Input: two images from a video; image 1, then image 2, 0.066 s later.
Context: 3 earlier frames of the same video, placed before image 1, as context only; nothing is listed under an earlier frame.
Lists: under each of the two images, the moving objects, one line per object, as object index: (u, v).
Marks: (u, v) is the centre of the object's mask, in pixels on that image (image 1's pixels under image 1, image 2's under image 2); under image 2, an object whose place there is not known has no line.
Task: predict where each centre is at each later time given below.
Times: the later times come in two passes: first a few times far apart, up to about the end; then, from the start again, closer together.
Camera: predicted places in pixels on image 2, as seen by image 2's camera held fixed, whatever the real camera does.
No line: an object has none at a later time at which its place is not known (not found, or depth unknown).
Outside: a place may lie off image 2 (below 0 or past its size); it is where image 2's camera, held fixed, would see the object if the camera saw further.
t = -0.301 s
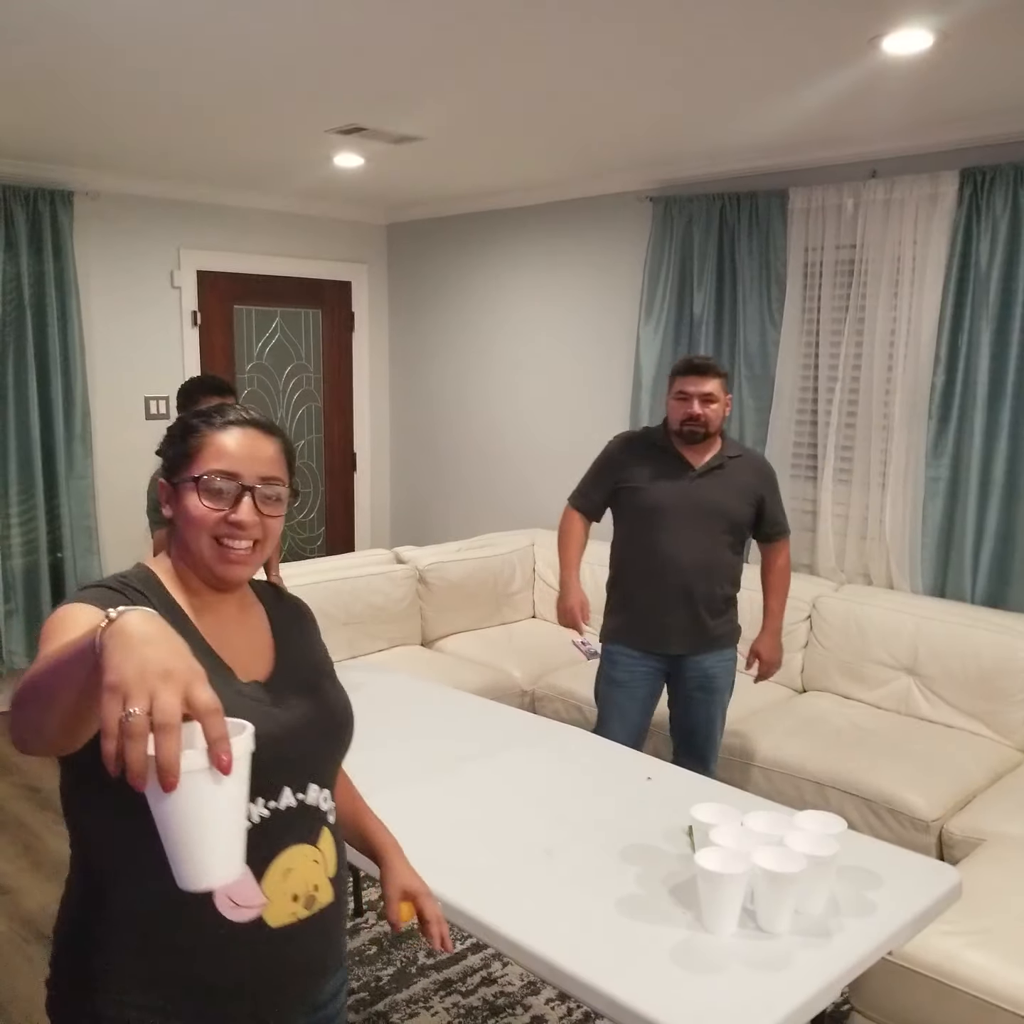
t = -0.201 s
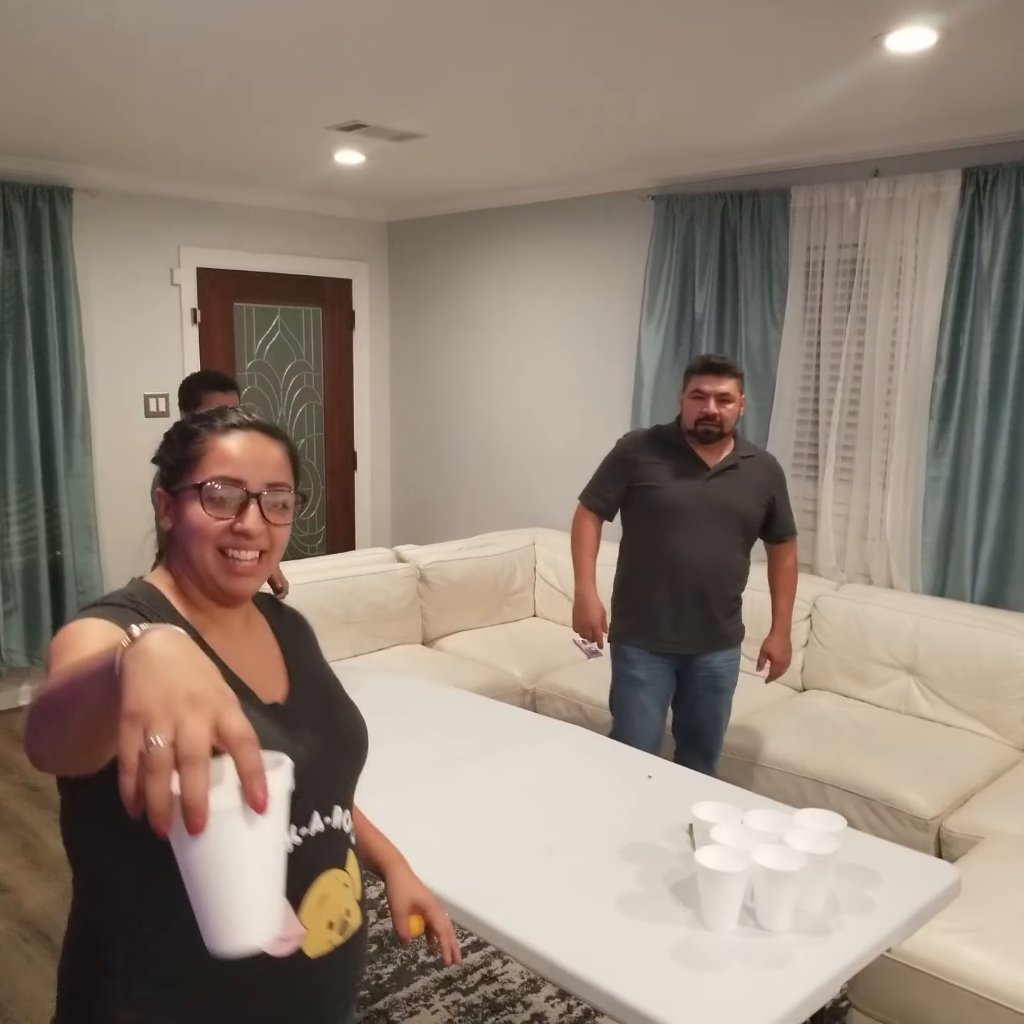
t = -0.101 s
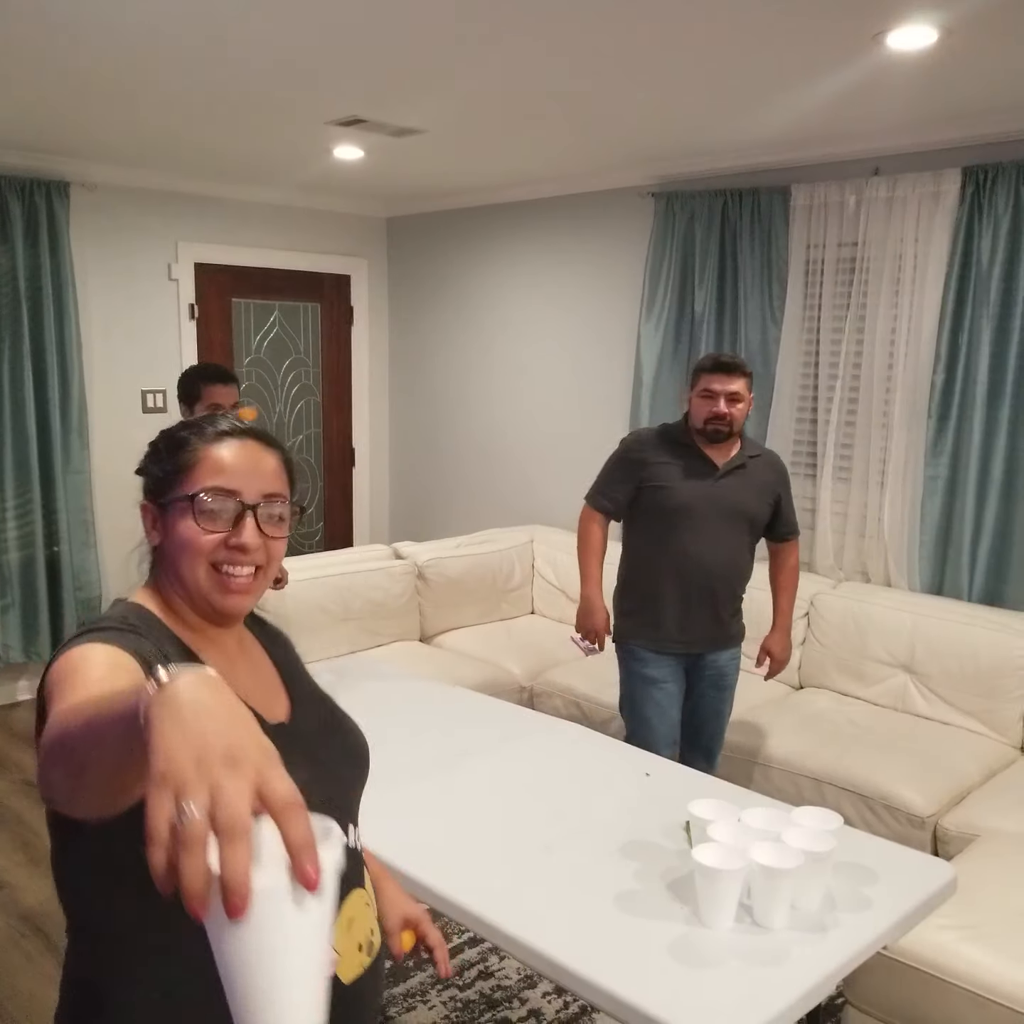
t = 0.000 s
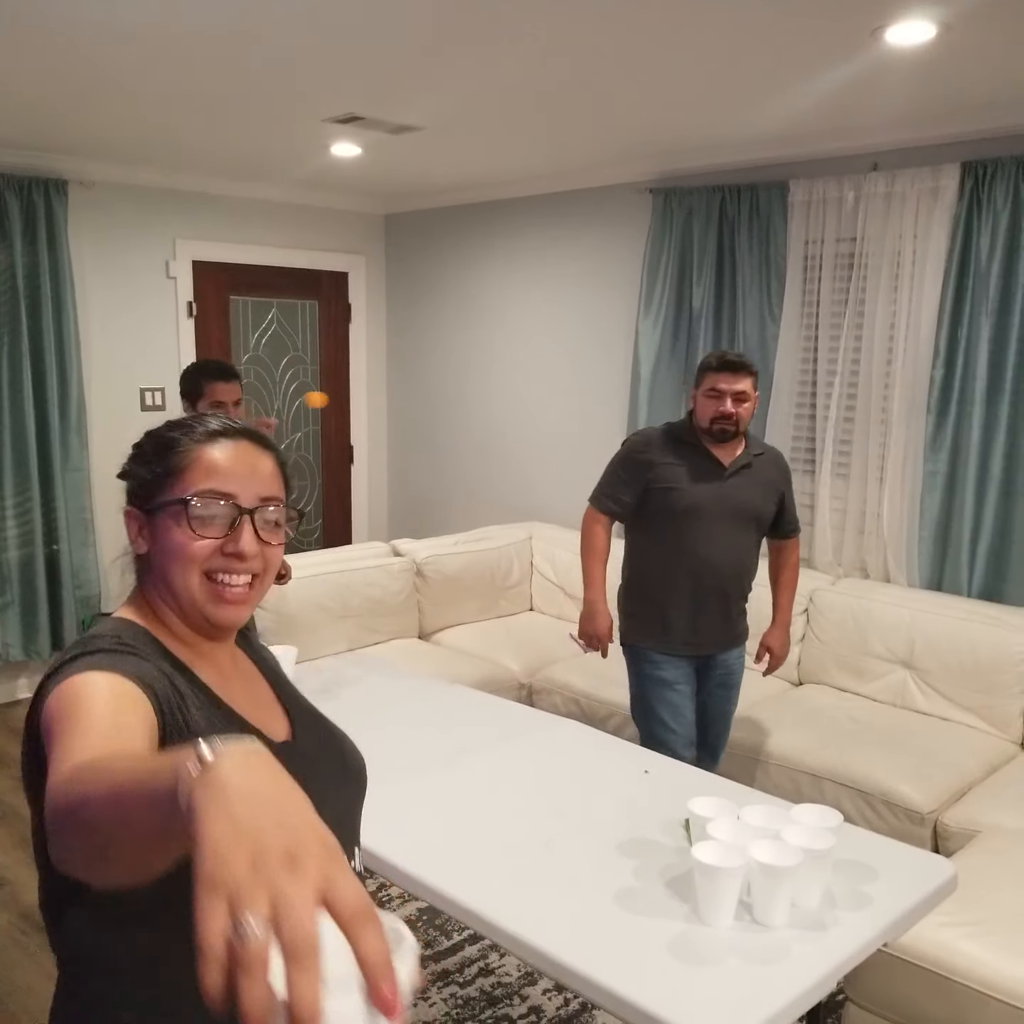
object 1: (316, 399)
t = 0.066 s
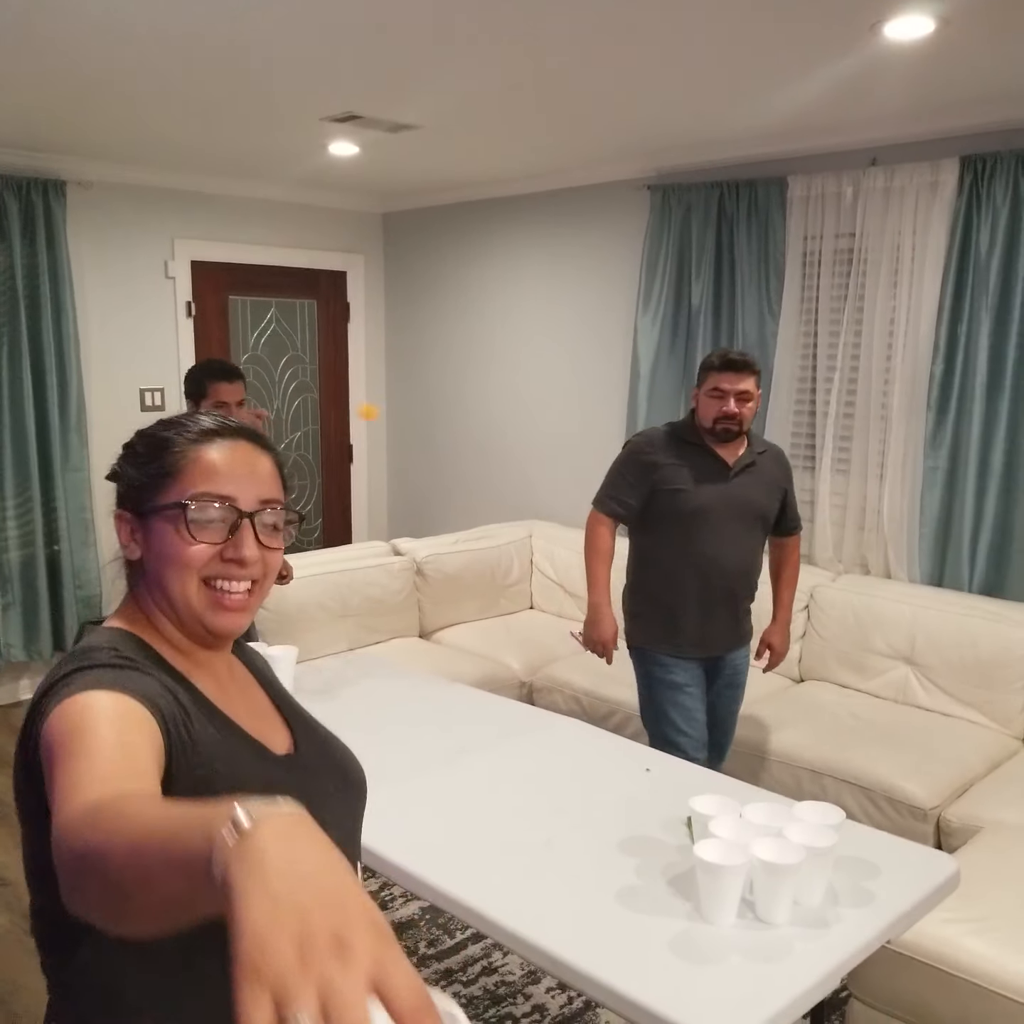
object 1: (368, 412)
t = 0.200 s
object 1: (491, 505)
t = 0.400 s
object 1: (668, 777)
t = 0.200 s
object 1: (491, 505)
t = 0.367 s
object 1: (680, 790)
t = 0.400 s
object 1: (668, 777)
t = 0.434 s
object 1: (655, 768)
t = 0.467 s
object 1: (643, 765)
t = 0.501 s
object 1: (629, 768)
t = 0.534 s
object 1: (616, 778)
